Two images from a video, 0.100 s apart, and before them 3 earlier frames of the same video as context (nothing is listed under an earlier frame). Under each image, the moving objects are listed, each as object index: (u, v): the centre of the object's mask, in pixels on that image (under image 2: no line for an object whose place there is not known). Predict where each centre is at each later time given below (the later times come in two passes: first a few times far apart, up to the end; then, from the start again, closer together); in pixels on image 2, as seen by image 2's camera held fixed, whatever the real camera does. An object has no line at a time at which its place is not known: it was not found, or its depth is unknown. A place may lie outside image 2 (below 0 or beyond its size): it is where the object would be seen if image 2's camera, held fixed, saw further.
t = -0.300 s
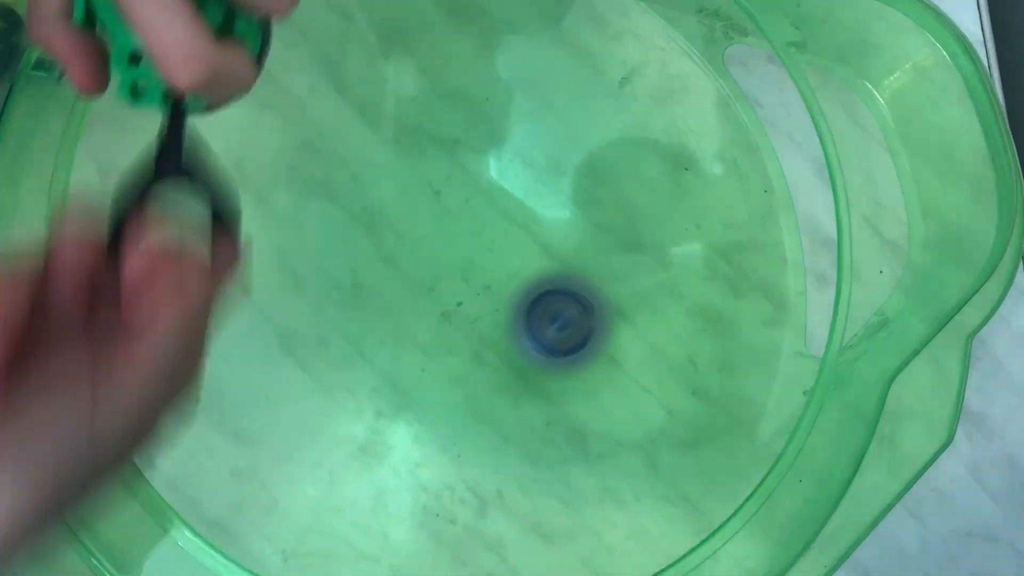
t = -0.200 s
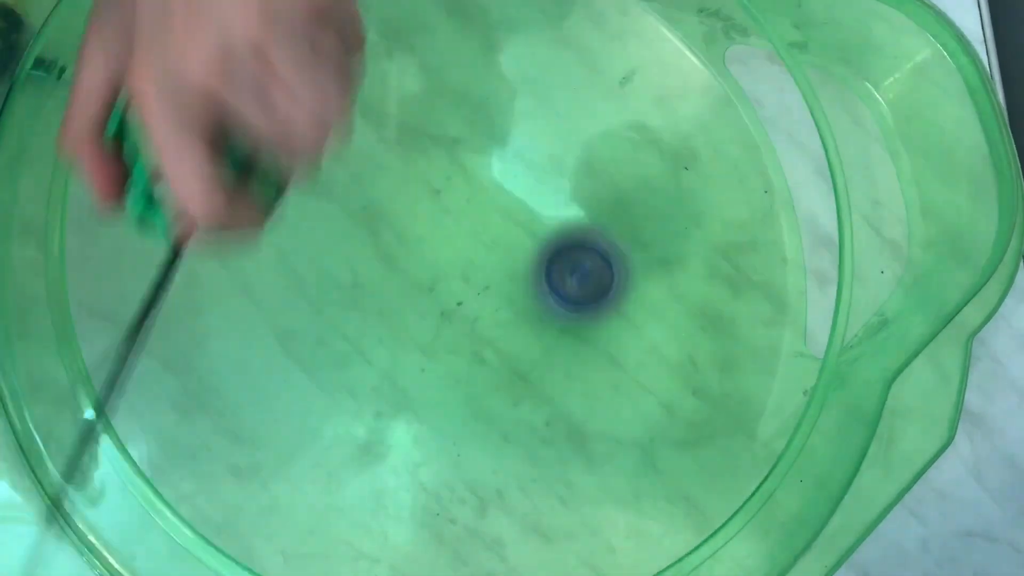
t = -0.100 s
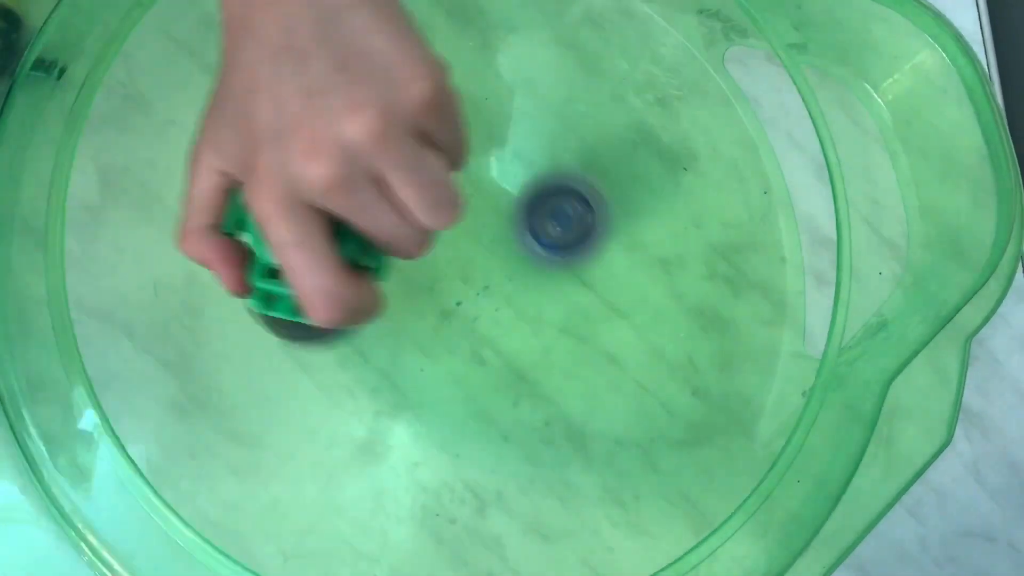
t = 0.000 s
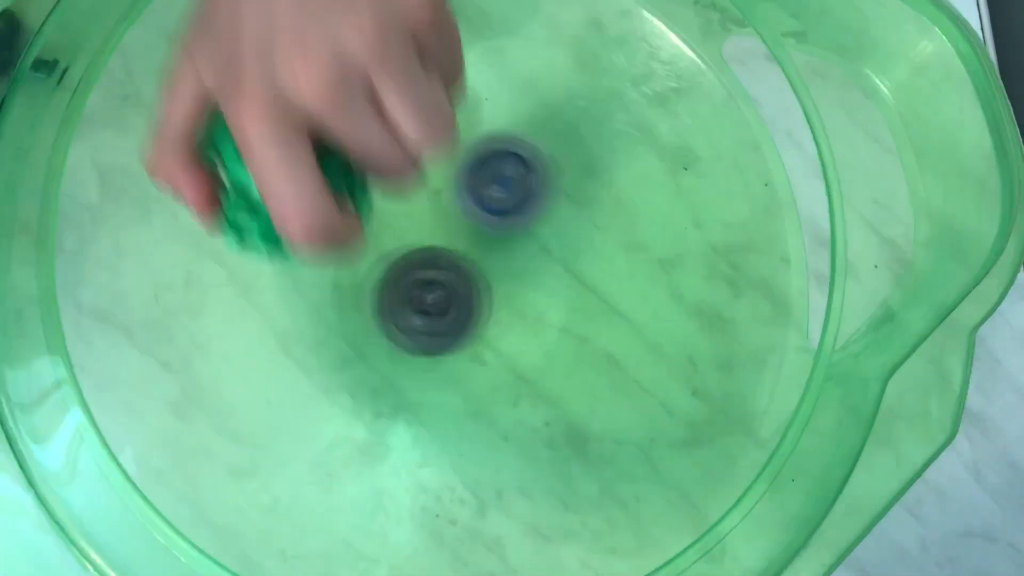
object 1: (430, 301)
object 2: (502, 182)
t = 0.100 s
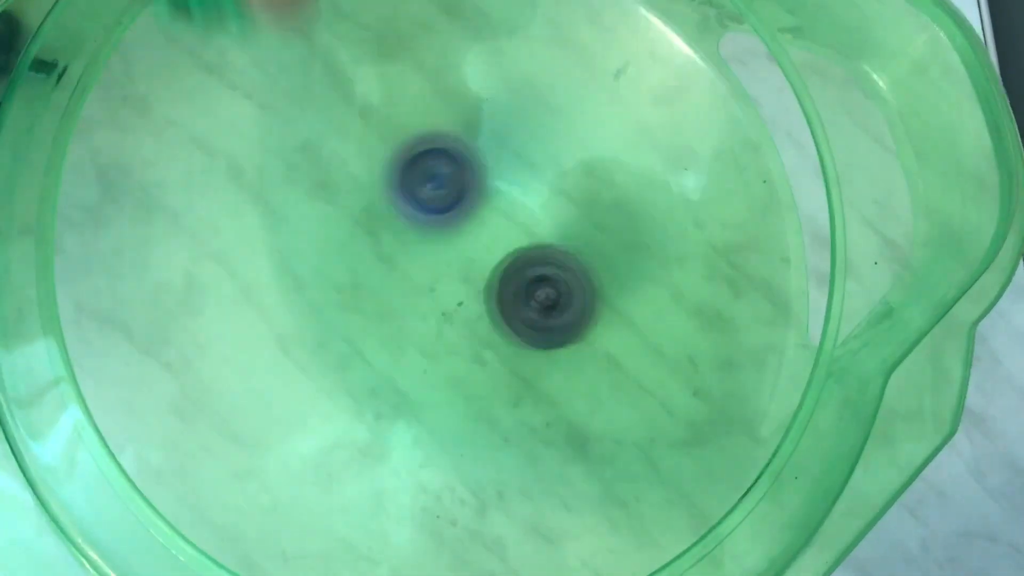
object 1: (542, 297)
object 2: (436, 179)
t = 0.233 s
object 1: (602, 255)
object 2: (380, 236)
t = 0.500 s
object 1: (432, 213)
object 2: (431, 371)
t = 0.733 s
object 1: (379, 292)
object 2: (533, 358)
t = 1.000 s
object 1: (420, 301)
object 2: (597, 225)
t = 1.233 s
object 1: (481, 296)
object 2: (448, 184)
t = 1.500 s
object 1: (470, 369)
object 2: (381, 271)
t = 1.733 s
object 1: (569, 366)
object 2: (377, 298)
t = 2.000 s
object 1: (539, 222)
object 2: (433, 288)
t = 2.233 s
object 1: (540, 246)
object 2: (414, 248)
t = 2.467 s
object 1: (522, 346)
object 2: (393, 260)
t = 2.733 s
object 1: (622, 358)
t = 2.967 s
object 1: (523, 252)
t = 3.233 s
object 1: (515, 308)
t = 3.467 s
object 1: (506, 331)
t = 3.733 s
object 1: (476, 331)
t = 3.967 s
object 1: (448, 306)
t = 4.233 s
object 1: (394, 322)
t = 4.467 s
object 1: (417, 288)
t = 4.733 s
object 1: (451, 282)
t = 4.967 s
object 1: (455, 271)
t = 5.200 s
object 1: (420, 245)
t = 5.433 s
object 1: (437, 256)
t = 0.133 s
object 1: (570, 290)
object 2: (416, 186)
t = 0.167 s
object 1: (592, 281)
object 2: (400, 199)
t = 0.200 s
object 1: (602, 270)
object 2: (387, 217)
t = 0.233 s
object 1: (602, 255)
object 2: (380, 236)
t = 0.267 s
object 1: (595, 239)
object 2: (375, 256)
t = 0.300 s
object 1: (580, 223)
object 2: (376, 277)
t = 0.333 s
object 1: (556, 208)
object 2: (382, 298)
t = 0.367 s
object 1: (529, 199)
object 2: (386, 318)
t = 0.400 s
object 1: (505, 196)
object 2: (393, 335)
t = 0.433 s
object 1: (480, 199)
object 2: (404, 351)
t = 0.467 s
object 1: (456, 205)
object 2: (417, 362)
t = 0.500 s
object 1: (432, 213)
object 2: (431, 371)
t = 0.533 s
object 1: (408, 223)
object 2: (446, 379)
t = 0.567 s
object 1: (389, 236)
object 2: (462, 382)
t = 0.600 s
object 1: (374, 249)
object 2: (479, 381)
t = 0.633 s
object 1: (366, 260)
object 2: (493, 380)
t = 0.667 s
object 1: (364, 269)
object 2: (509, 374)
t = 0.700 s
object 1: (369, 280)
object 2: (521, 366)
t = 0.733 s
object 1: (379, 292)
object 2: (533, 358)
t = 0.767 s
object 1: (396, 303)
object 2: (543, 346)
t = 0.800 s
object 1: (415, 313)
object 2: (552, 332)
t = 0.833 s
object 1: (438, 319)
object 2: (557, 317)
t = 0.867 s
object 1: (443, 320)
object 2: (570, 303)
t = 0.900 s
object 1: (432, 319)
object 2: (589, 286)
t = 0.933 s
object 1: (424, 314)
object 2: (602, 267)
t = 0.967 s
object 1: (420, 308)
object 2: (604, 246)
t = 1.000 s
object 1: (420, 301)
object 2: (597, 225)
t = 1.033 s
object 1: (423, 294)
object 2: (585, 208)
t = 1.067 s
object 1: (431, 287)
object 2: (565, 192)
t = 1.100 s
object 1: (443, 284)
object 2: (544, 179)
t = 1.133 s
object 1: (455, 283)
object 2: (522, 172)
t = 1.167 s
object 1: (465, 285)
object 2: (495, 172)
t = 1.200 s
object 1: (475, 290)
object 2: (470, 177)
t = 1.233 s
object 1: (481, 296)
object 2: (448, 184)
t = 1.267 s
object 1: (484, 303)
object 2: (433, 194)
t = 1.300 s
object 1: (483, 310)
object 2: (419, 207)
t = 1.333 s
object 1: (480, 314)
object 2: (406, 220)
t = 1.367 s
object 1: (474, 320)
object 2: (400, 232)
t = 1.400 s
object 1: (473, 341)
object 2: (392, 235)
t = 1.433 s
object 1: (473, 355)
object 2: (387, 243)
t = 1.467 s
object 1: (472, 365)
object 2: (384, 255)
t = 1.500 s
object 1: (470, 369)
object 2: (381, 271)
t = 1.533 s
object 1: (469, 368)
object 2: (382, 286)
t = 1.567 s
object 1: (484, 383)
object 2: (375, 284)
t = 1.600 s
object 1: (501, 394)
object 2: (370, 282)
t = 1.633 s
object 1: (520, 396)
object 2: (368, 284)
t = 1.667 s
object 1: (538, 393)
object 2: (369, 287)
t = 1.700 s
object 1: (558, 381)
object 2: (372, 292)
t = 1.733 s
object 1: (569, 366)
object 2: (377, 298)
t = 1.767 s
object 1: (573, 348)
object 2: (383, 302)
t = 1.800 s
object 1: (572, 327)
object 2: (391, 305)
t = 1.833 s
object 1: (564, 308)
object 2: (401, 306)
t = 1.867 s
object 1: (554, 289)
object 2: (413, 303)
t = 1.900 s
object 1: (541, 271)
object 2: (425, 300)
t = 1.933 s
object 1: (536, 252)
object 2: (429, 297)
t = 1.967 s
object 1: (538, 236)
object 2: (430, 293)
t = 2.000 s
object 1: (539, 222)
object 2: (433, 288)
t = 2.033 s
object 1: (539, 215)
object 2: (435, 283)
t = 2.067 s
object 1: (538, 211)
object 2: (436, 275)
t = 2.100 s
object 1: (537, 211)
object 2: (436, 268)
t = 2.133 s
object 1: (535, 216)
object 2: (434, 260)
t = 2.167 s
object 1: (537, 224)
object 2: (426, 254)
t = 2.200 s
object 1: (540, 233)
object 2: (419, 250)
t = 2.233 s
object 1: (540, 246)
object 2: (414, 248)
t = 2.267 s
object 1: (540, 260)
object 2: (408, 248)
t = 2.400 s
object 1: (521, 310)
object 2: (398, 263)
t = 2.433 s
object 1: (511, 320)
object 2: (402, 269)
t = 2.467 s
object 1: (522, 346)
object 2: (393, 260)
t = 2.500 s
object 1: (549, 374)
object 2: (371, 241)
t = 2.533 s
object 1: (572, 397)
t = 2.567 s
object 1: (593, 411)
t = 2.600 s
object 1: (606, 414)
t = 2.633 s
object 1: (616, 409)
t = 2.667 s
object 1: (624, 396)
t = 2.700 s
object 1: (625, 376)
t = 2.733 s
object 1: (622, 358)
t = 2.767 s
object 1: (613, 336)
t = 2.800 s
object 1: (599, 318)
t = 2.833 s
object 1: (581, 299)
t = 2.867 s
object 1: (560, 283)
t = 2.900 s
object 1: (541, 267)
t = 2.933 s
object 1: (523, 254)
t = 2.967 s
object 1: (523, 252)
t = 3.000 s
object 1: (523, 255)
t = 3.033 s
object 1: (522, 260)
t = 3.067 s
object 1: (519, 269)
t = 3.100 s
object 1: (518, 277)
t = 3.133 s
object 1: (516, 286)
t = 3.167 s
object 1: (517, 293)
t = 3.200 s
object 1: (515, 302)
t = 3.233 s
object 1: (515, 308)
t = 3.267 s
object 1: (514, 314)
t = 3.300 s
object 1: (513, 318)
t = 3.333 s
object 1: (511, 323)
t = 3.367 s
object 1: (510, 325)
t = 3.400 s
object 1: (509, 328)
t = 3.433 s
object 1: (507, 329)
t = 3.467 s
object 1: (506, 331)
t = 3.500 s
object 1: (504, 332)
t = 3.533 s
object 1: (502, 333)
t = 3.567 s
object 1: (499, 333)
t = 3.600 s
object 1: (496, 334)
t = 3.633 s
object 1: (491, 334)
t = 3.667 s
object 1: (486, 334)
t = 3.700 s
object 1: (482, 334)
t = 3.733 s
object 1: (476, 331)
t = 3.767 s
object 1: (471, 329)
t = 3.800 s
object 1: (465, 327)
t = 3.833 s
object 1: (462, 322)
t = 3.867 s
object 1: (458, 319)
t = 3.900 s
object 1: (454, 314)
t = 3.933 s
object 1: (452, 310)
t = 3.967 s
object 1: (448, 306)
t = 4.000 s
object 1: (447, 301)
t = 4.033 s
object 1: (447, 299)
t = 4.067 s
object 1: (446, 296)
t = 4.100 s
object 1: (432, 304)
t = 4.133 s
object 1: (417, 314)
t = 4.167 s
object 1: (405, 319)
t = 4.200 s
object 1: (398, 321)
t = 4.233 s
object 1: (394, 322)
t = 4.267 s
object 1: (391, 319)
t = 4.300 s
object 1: (393, 315)
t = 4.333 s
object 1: (396, 310)
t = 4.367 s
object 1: (401, 303)
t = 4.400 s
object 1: (408, 297)
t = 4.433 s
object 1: (415, 292)
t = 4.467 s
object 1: (417, 288)
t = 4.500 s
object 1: (415, 286)
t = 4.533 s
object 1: (415, 286)
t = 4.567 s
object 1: (417, 284)
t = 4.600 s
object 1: (423, 283)
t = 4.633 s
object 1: (430, 282)
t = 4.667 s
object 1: (436, 281)
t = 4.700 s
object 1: (443, 281)
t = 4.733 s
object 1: (451, 282)
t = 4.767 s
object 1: (451, 277)
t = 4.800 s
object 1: (451, 273)
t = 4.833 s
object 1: (452, 270)
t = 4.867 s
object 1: (455, 270)
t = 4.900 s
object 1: (456, 271)
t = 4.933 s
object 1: (458, 273)
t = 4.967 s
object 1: (455, 271)
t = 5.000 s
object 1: (450, 268)
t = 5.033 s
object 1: (445, 266)
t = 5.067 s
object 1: (442, 266)
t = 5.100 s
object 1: (437, 261)
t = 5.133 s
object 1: (429, 254)
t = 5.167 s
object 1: (424, 248)
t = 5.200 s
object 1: (420, 245)
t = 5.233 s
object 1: (419, 242)
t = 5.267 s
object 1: (420, 241)
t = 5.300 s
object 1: (423, 242)
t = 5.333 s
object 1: (426, 245)
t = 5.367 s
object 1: (430, 249)
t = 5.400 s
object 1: (434, 252)
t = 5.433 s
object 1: (437, 256)
